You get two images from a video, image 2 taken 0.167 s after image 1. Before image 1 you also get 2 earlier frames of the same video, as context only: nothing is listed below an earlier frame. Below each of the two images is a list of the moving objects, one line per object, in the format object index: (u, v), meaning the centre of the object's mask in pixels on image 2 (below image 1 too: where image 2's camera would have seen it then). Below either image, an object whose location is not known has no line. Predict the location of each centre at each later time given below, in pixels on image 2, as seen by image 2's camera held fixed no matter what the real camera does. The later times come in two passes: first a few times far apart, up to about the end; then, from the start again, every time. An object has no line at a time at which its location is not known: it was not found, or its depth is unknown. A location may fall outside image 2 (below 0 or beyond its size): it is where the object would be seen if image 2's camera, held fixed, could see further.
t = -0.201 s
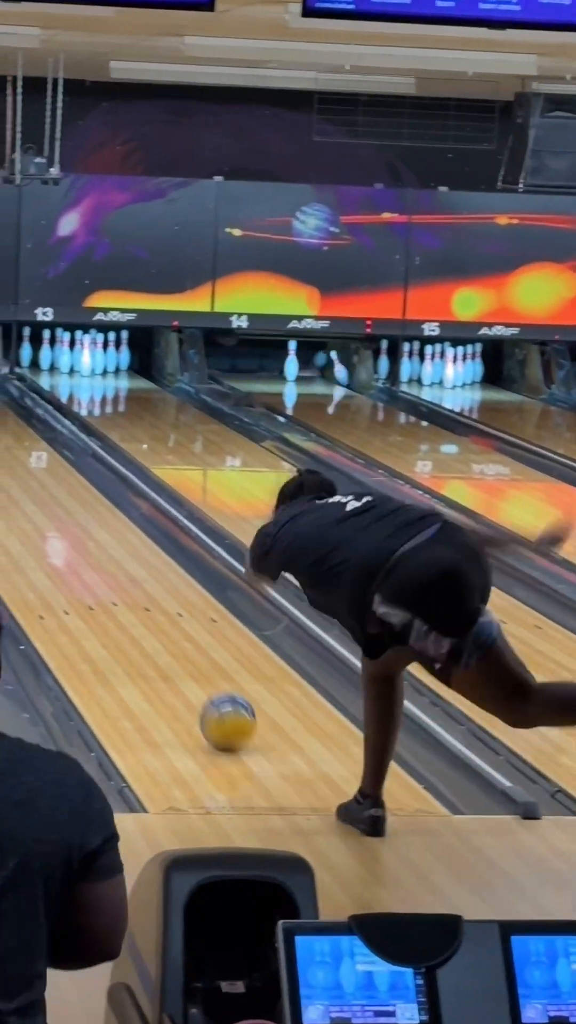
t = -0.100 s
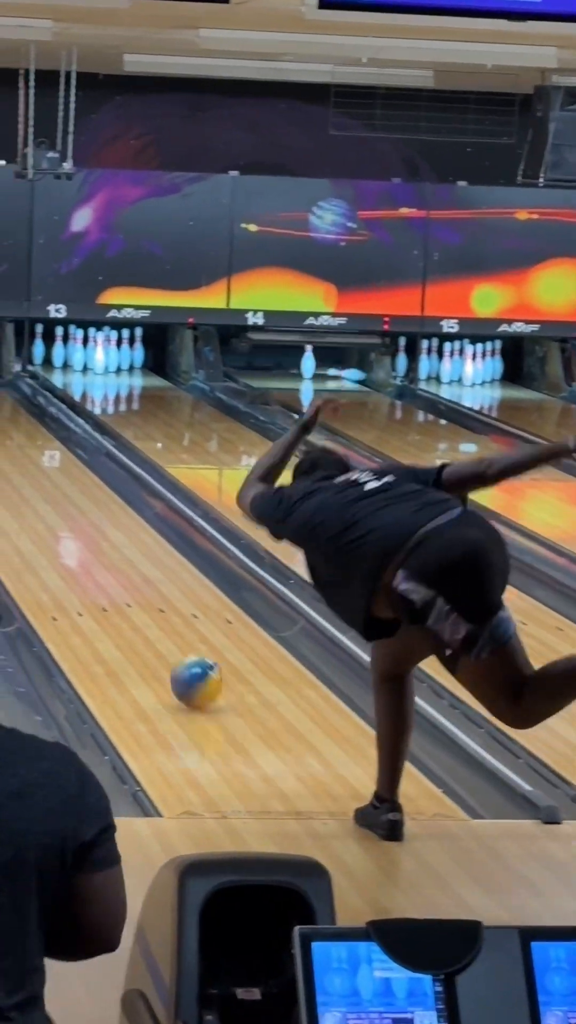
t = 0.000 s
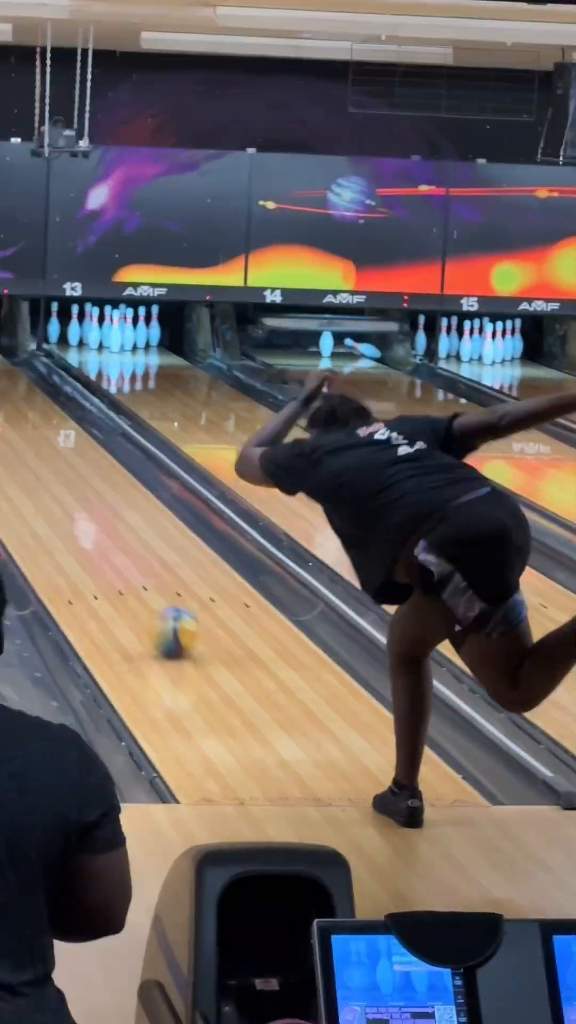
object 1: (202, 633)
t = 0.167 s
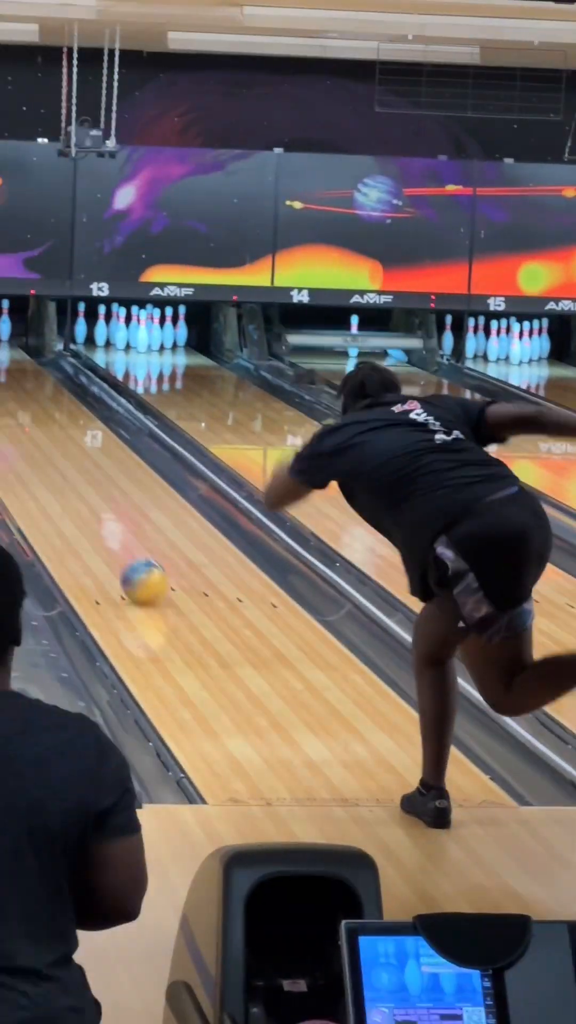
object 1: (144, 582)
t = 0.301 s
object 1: (105, 546)
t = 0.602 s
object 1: (37, 482)
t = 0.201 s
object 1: (134, 574)
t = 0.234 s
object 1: (123, 563)
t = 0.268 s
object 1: (116, 556)
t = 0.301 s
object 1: (105, 546)
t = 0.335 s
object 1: (97, 538)
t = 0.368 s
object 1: (89, 530)
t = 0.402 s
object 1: (81, 525)
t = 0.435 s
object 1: (72, 516)
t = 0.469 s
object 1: (65, 509)
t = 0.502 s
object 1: (59, 503)
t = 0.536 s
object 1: (51, 495)
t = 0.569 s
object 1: (44, 489)
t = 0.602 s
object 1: (37, 482)
